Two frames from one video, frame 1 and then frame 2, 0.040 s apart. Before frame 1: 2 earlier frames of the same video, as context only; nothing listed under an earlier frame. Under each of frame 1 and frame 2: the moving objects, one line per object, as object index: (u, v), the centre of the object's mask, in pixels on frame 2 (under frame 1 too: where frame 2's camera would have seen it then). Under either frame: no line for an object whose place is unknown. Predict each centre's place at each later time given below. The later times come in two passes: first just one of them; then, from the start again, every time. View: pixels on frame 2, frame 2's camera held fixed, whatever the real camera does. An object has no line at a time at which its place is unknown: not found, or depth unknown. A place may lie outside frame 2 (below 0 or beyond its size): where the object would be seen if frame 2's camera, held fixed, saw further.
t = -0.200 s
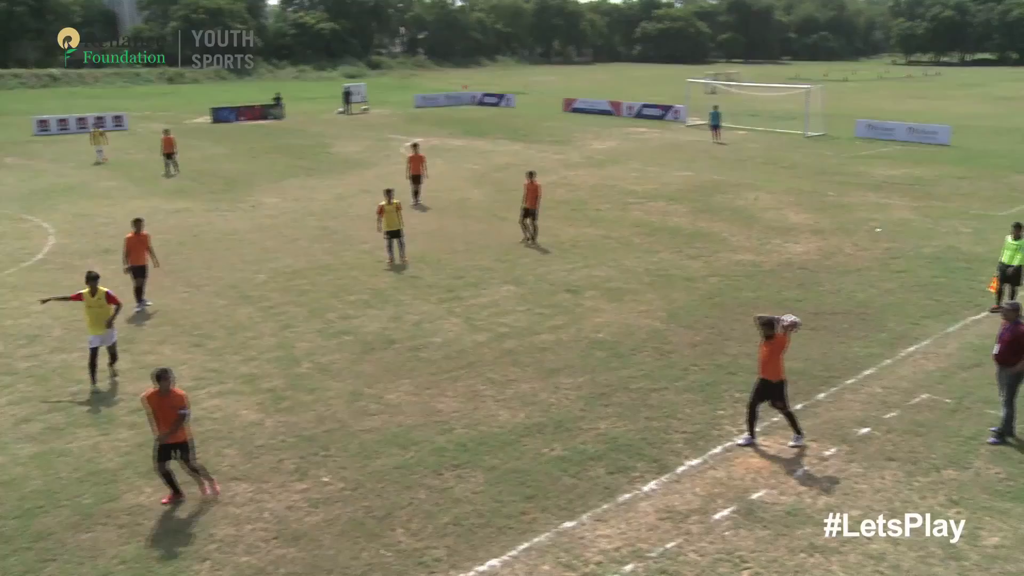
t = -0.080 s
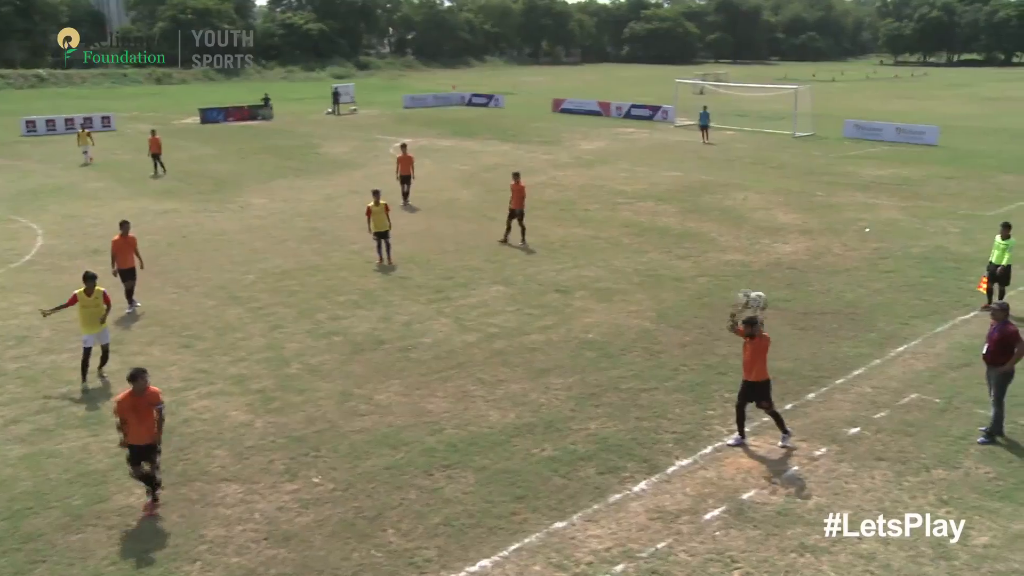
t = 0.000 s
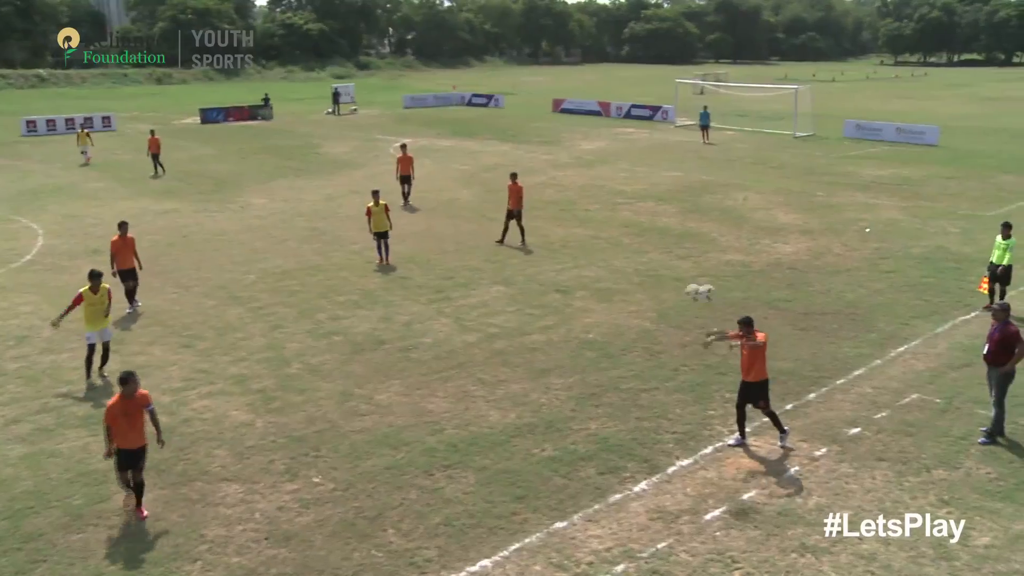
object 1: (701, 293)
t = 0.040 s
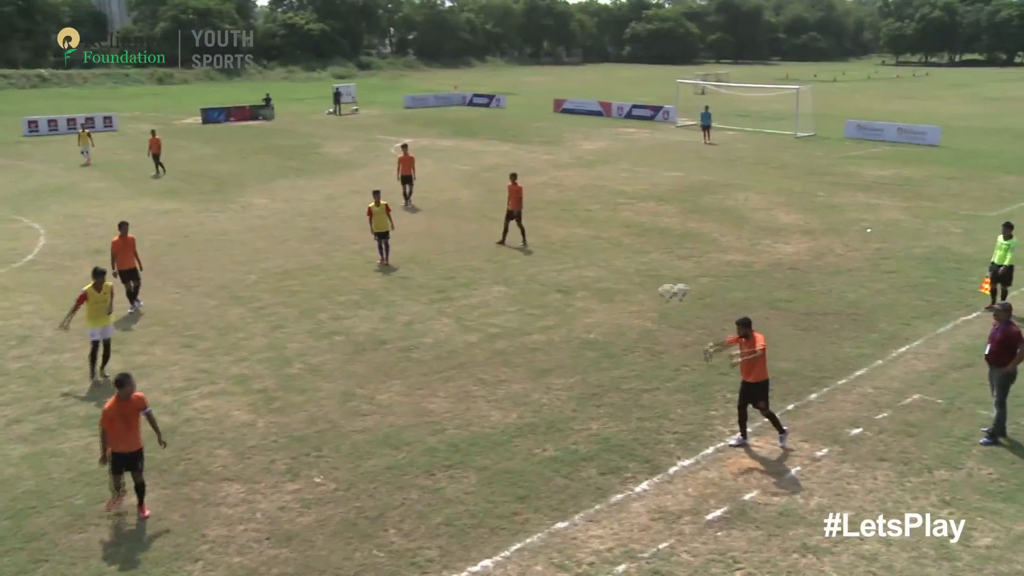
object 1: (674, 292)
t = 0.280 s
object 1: (495, 316)
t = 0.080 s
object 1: (646, 293)
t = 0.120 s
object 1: (618, 294)
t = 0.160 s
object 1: (588, 298)
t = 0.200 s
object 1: (557, 303)
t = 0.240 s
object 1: (527, 308)
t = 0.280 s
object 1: (495, 316)
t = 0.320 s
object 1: (464, 325)
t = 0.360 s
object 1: (432, 336)
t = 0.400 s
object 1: (399, 349)
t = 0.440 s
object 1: (364, 363)
